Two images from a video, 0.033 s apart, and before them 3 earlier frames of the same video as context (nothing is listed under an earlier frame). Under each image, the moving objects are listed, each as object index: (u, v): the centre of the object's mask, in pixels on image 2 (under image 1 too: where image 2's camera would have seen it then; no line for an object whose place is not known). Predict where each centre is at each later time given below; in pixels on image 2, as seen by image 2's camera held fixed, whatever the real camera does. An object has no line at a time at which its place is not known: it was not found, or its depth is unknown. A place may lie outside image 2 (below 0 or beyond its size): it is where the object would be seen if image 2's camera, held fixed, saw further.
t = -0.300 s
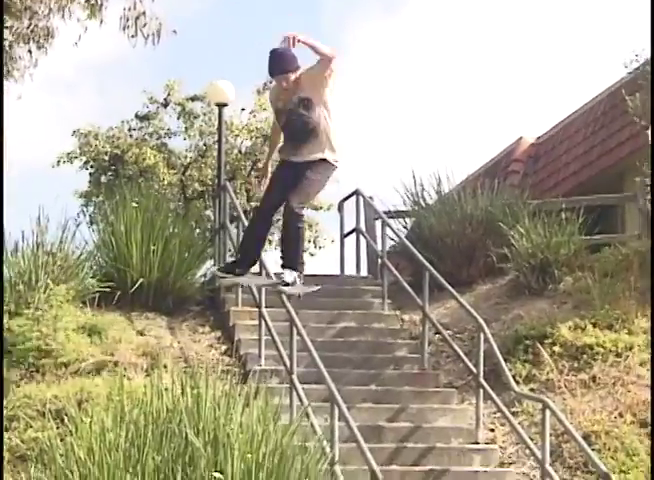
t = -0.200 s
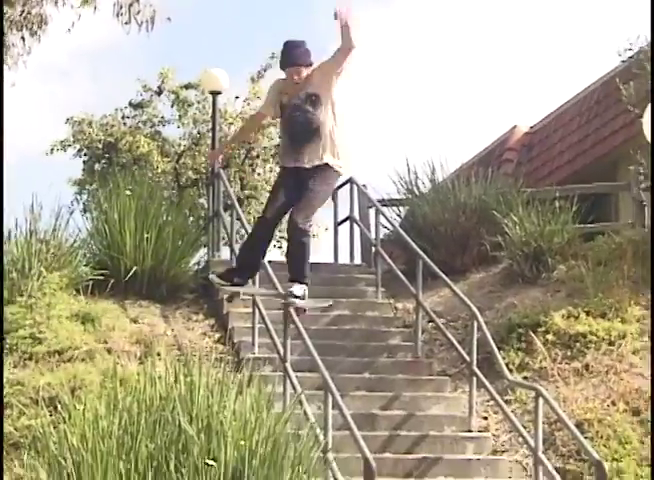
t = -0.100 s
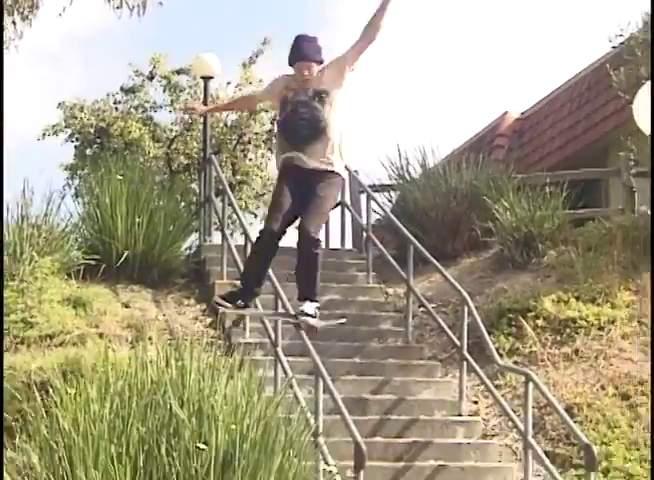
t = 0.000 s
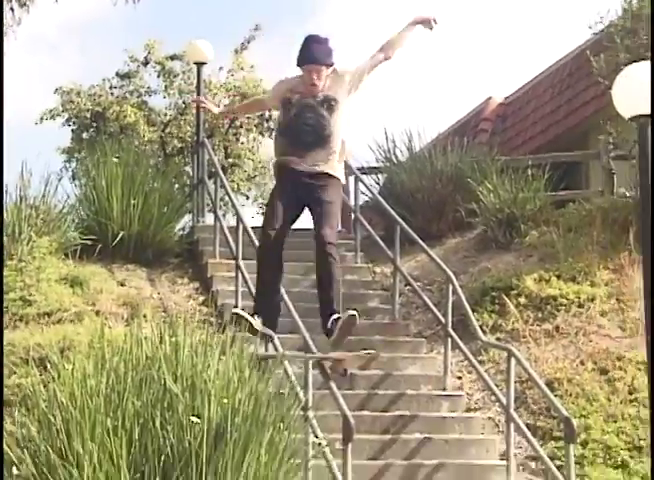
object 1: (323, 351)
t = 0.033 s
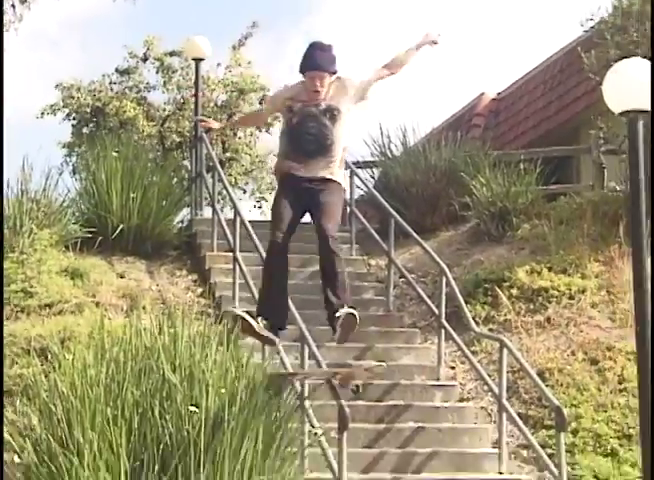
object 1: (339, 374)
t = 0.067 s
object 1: (341, 403)
